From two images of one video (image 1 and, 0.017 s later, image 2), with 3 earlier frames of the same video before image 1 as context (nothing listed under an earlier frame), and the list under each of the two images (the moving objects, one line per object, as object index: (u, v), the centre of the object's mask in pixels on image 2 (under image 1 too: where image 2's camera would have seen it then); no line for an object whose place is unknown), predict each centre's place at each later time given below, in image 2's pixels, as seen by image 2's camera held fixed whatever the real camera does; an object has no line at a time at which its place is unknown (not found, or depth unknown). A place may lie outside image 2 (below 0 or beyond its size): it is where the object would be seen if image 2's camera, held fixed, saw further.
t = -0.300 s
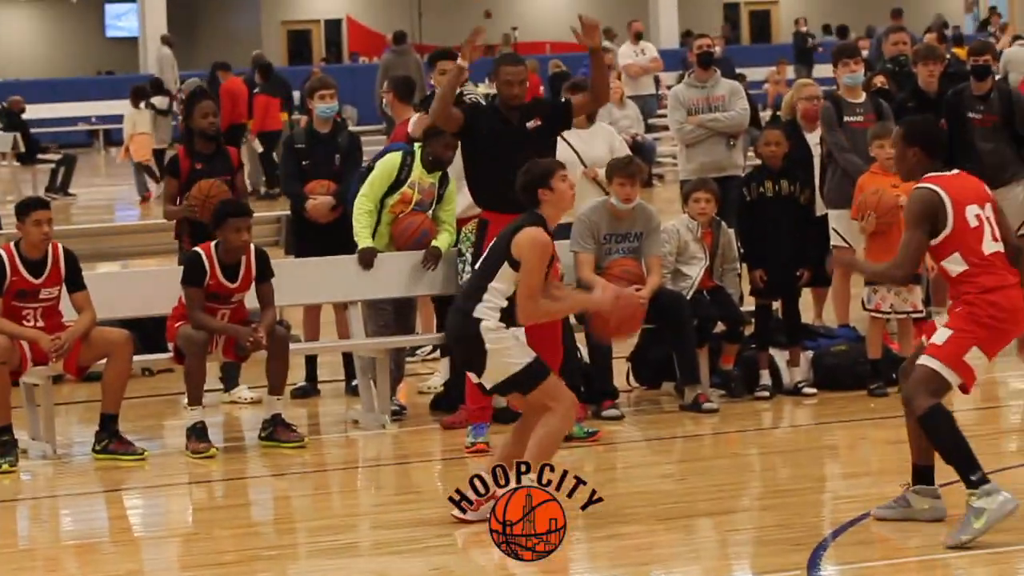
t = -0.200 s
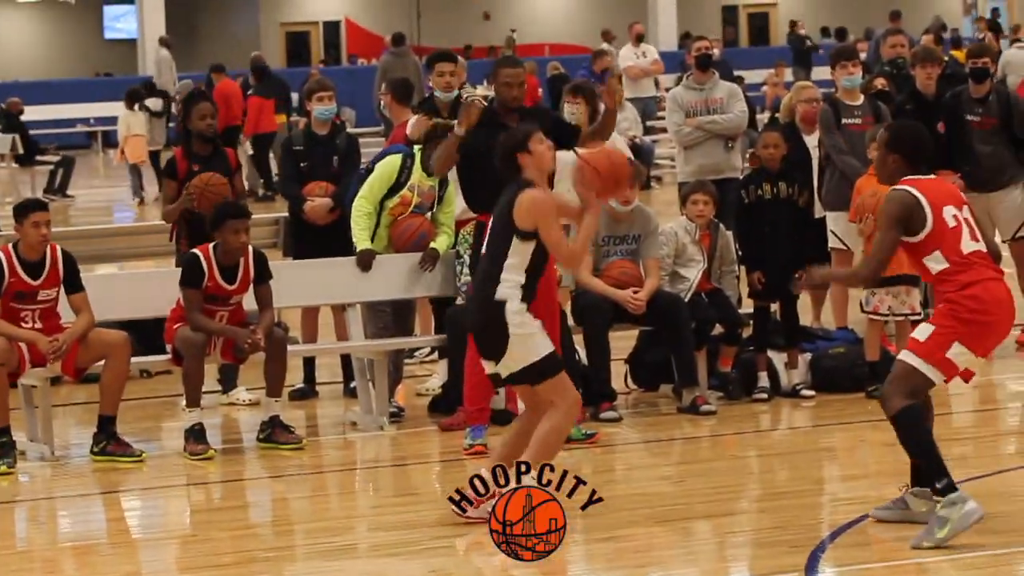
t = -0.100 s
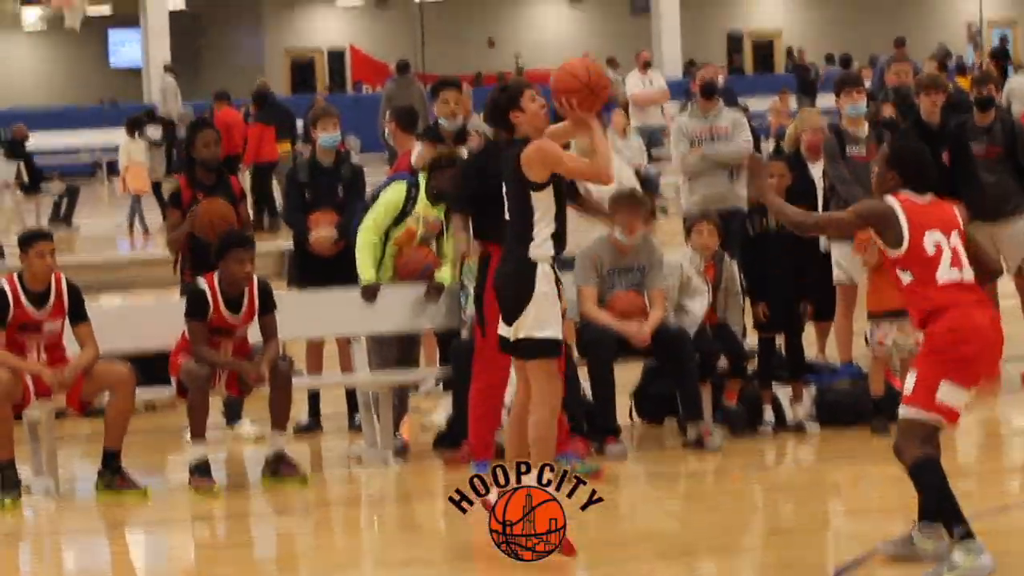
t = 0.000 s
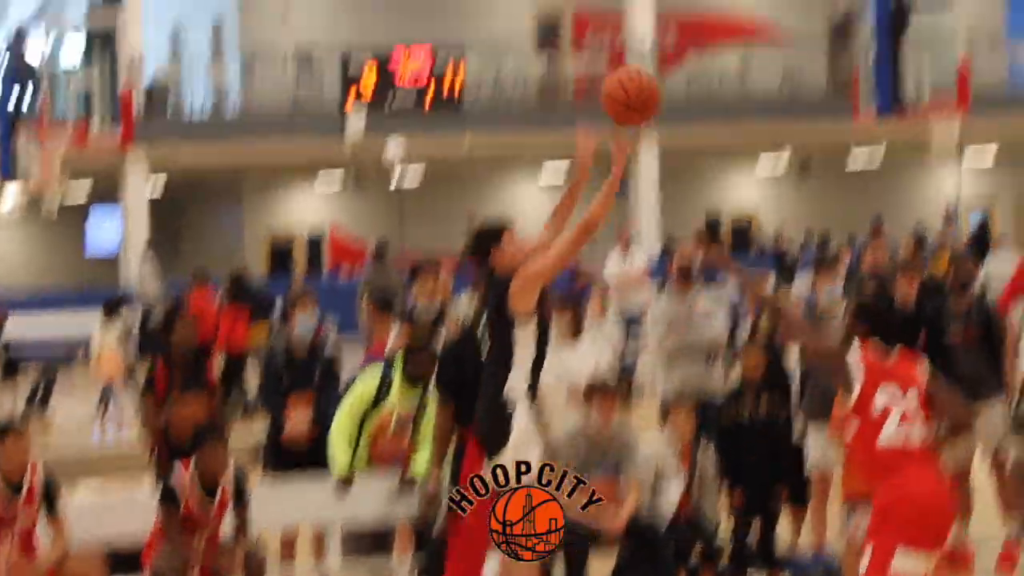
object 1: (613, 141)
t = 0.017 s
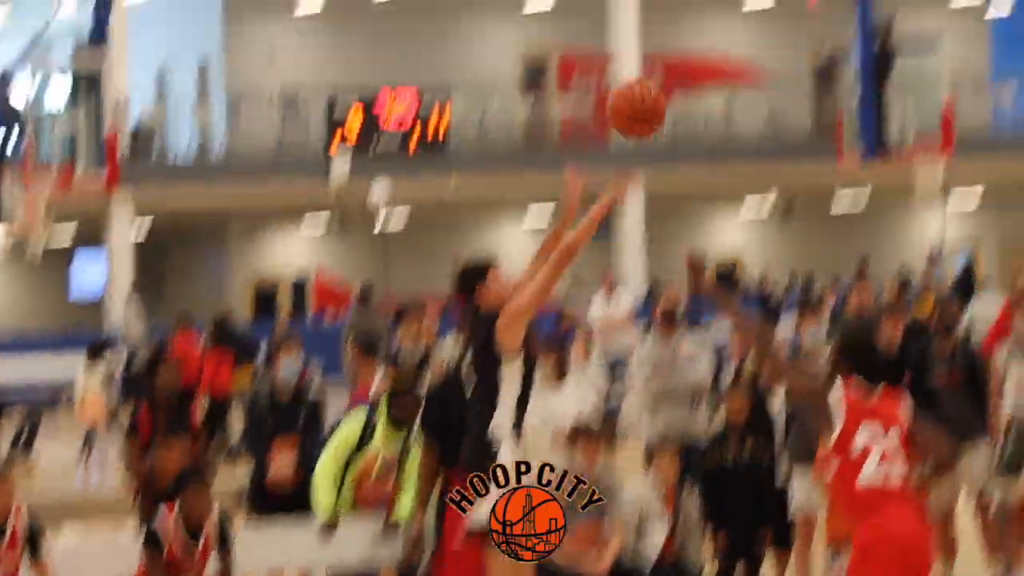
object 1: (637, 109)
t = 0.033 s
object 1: (659, 77)
